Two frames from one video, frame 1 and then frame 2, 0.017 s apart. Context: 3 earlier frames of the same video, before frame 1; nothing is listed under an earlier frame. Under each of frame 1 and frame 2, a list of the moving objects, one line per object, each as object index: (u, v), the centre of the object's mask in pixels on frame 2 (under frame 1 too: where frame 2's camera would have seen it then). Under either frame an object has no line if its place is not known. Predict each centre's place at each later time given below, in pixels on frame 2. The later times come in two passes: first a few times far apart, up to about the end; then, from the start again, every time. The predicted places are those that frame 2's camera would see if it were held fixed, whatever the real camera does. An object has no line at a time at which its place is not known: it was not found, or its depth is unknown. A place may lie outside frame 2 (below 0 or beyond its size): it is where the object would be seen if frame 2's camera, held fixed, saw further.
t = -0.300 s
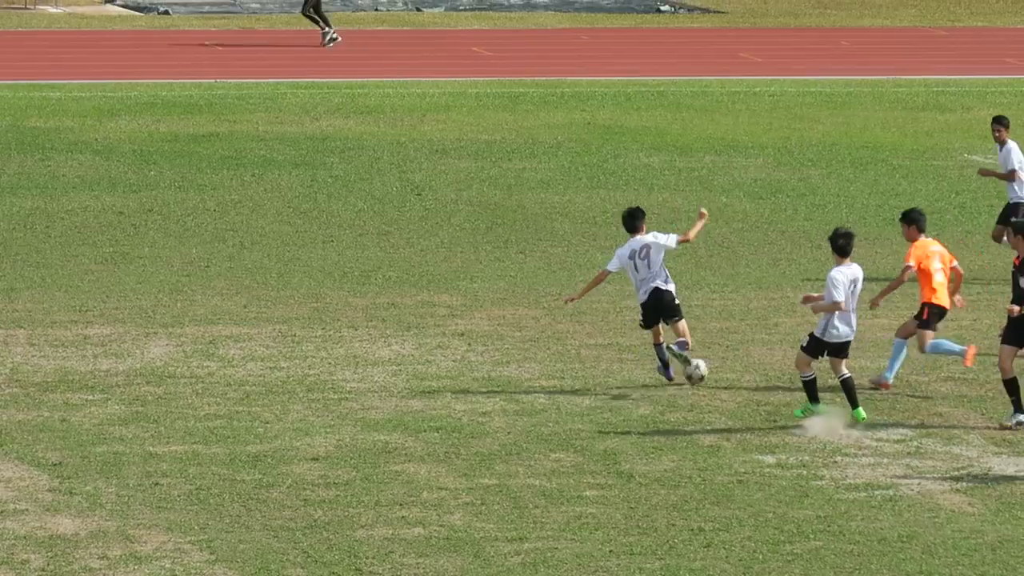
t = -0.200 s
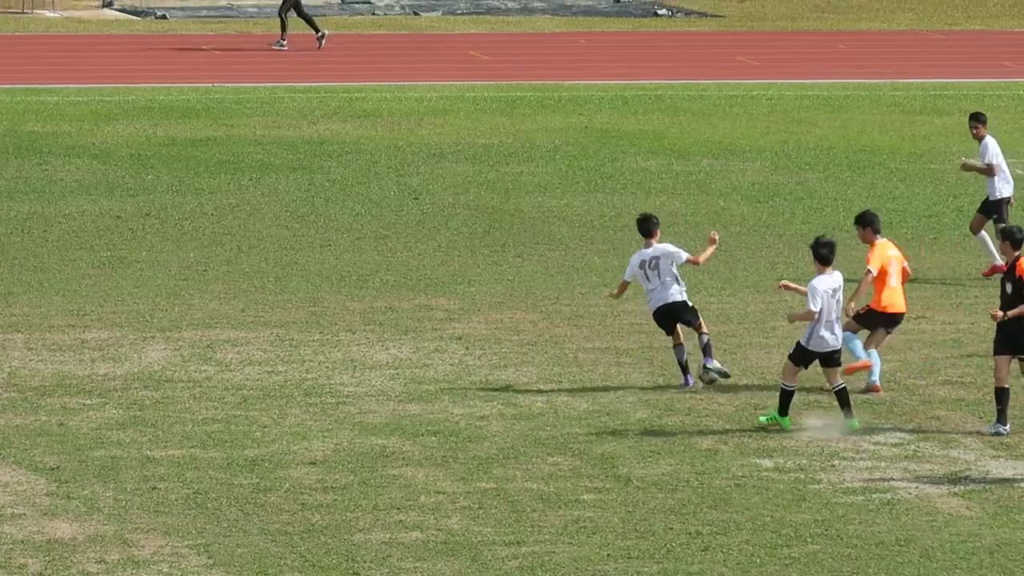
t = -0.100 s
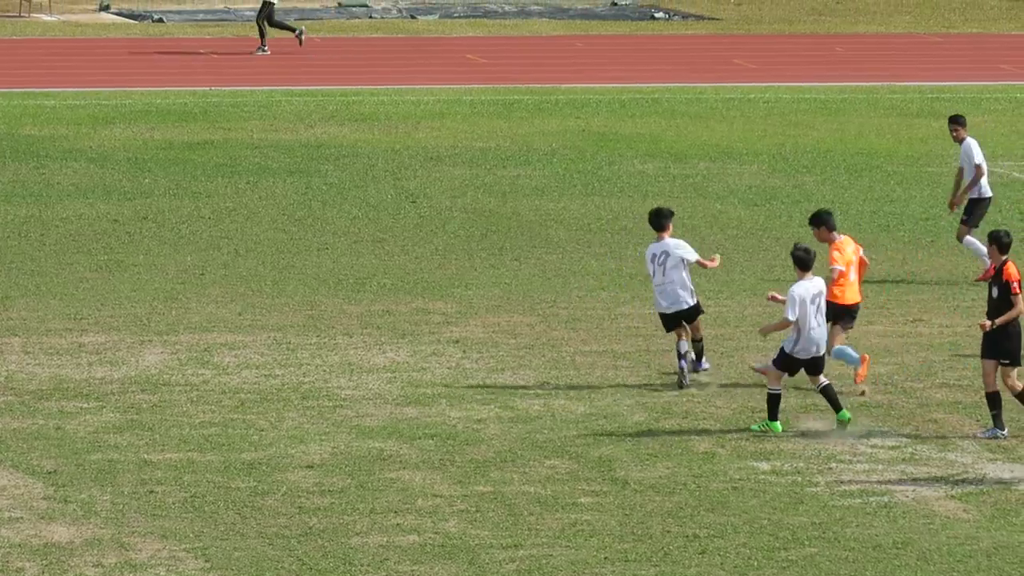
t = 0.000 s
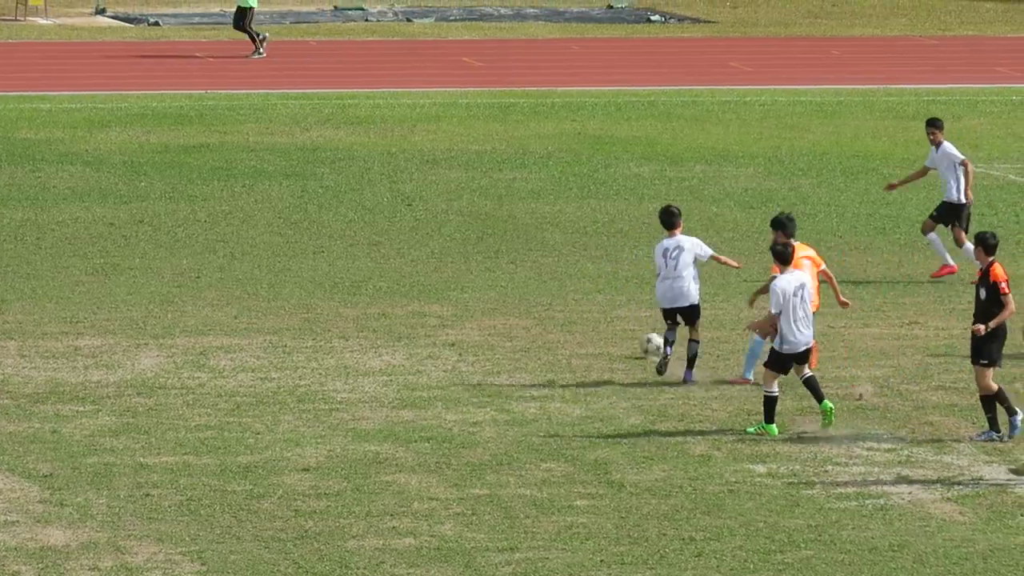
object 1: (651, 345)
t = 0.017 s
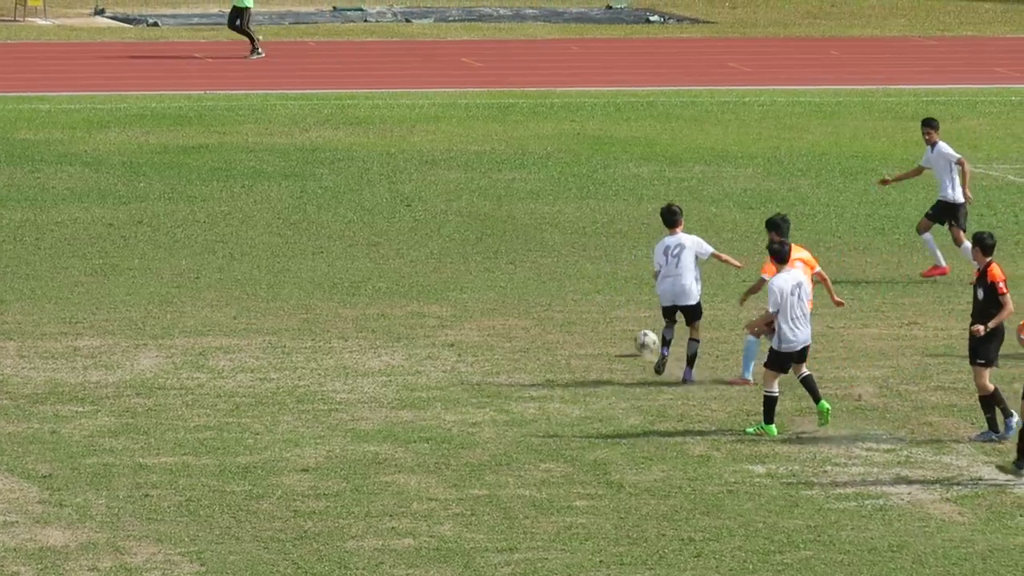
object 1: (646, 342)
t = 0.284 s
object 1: (565, 304)
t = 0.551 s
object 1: (499, 277)
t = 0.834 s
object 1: (451, 251)
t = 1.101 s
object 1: (412, 236)
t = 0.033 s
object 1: (640, 338)
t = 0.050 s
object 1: (635, 335)
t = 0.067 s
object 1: (630, 332)
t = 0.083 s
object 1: (624, 330)
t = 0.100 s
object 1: (620, 328)
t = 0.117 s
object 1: (614, 327)
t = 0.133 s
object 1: (609, 325)
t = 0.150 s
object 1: (604, 323)
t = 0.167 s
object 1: (599, 319)
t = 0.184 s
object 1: (595, 316)
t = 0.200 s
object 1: (589, 313)
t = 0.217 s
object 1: (585, 311)
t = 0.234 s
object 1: (579, 309)
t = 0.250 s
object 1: (575, 307)
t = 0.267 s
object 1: (570, 305)
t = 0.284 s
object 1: (565, 304)
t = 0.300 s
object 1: (560, 303)
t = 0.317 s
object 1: (555, 302)
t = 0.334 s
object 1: (550, 300)
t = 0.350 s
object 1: (546, 296)
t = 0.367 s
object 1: (542, 293)
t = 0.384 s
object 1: (538, 289)
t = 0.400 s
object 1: (534, 287)
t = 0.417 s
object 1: (530, 284)
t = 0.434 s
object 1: (527, 282)
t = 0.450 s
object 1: (523, 280)
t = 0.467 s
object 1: (519, 278)
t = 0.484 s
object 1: (515, 278)
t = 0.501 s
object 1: (511, 277)
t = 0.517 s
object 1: (507, 276)
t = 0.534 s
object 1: (503, 276)
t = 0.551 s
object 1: (499, 277)
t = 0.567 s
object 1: (496, 277)
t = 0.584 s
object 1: (493, 274)
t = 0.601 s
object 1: (490, 271)
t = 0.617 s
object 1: (486, 268)
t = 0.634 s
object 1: (484, 266)
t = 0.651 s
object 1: (481, 264)
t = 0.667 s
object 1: (478, 262)
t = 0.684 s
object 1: (476, 261)
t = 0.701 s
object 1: (473, 260)
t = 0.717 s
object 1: (470, 259)
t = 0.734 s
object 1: (467, 259)
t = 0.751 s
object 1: (464, 258)
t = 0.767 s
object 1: (461, 259)
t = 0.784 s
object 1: (458, 259)
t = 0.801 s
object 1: (456, 259)
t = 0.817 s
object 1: (454, 255)
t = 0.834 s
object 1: (451, 251)
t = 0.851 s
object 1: (449, 248)
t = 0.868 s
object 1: (446, 245)
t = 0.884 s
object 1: (444, 242)
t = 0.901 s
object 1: (441, 240)
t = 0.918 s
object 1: (439, 238)
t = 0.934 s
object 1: (436, 236)
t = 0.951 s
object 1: (434, 235)
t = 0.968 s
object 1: (431, 234)
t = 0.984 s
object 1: (428, 233)
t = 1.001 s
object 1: (426, 233)
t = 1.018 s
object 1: (424, 232)
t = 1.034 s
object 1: (421, 232)
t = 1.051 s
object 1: (419, 233)
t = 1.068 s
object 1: (417, 234)
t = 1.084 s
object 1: (414, 235)
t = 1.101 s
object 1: (412, 236)
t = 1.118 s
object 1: (409, 238)
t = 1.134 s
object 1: (407, 237)
